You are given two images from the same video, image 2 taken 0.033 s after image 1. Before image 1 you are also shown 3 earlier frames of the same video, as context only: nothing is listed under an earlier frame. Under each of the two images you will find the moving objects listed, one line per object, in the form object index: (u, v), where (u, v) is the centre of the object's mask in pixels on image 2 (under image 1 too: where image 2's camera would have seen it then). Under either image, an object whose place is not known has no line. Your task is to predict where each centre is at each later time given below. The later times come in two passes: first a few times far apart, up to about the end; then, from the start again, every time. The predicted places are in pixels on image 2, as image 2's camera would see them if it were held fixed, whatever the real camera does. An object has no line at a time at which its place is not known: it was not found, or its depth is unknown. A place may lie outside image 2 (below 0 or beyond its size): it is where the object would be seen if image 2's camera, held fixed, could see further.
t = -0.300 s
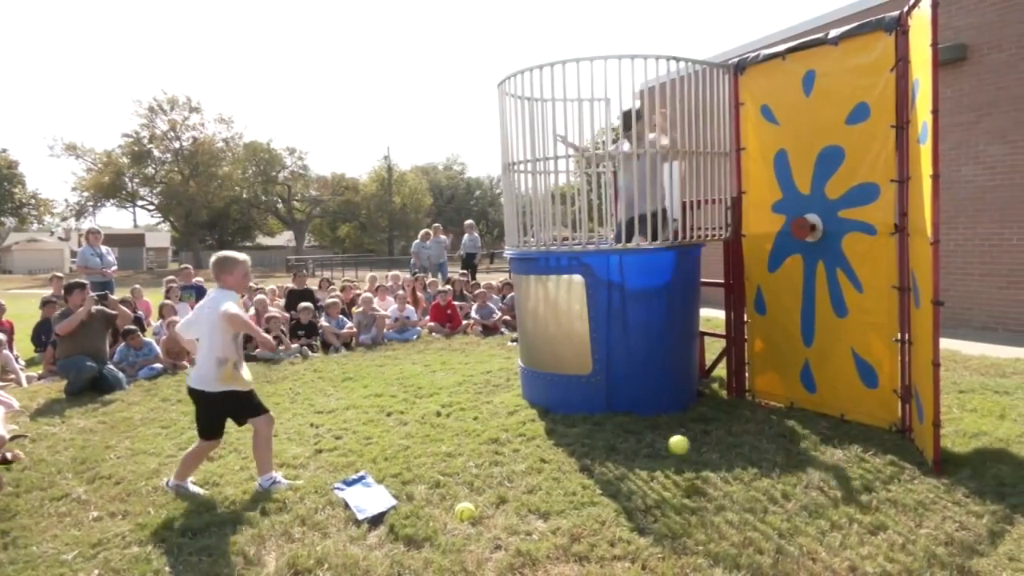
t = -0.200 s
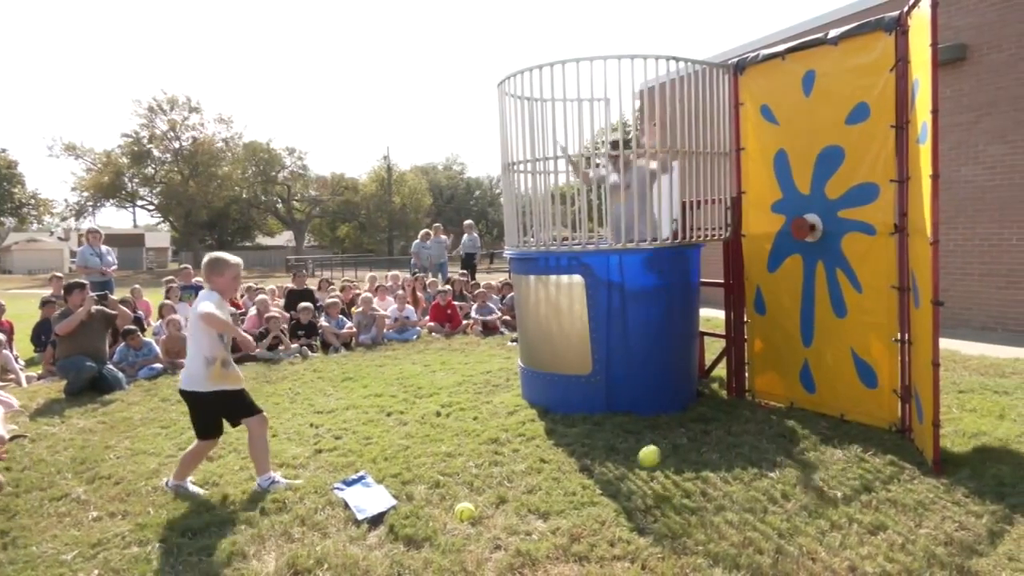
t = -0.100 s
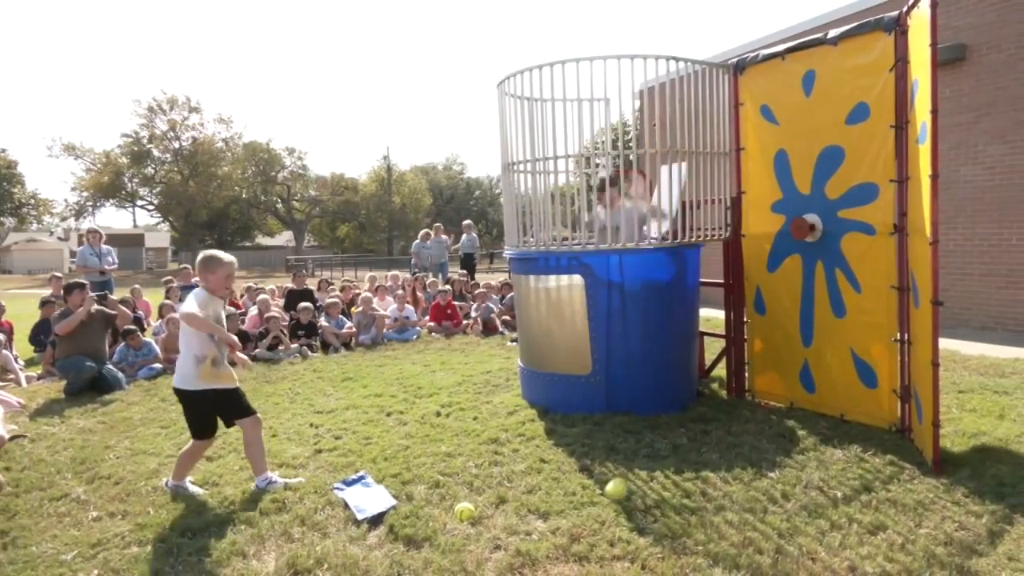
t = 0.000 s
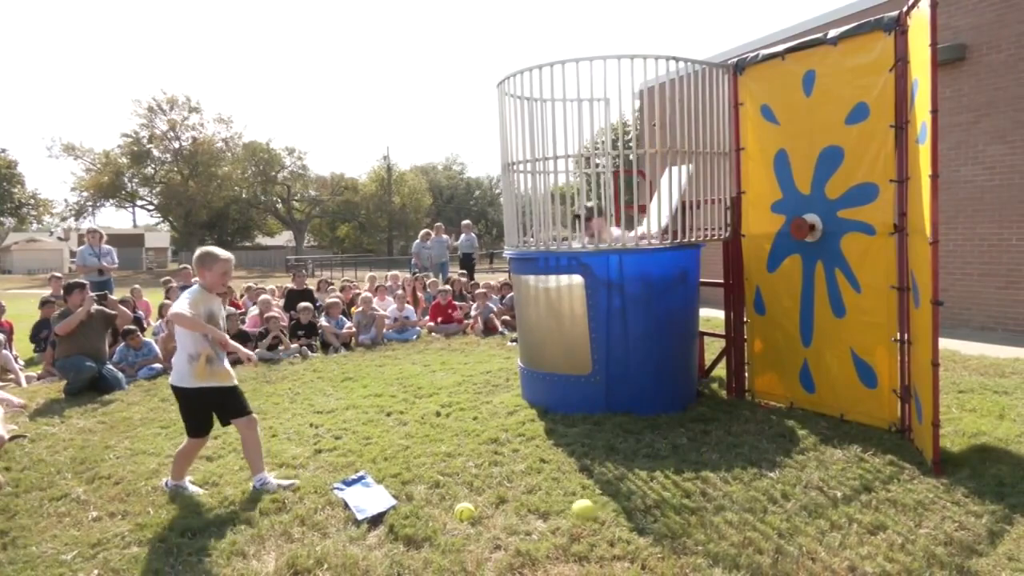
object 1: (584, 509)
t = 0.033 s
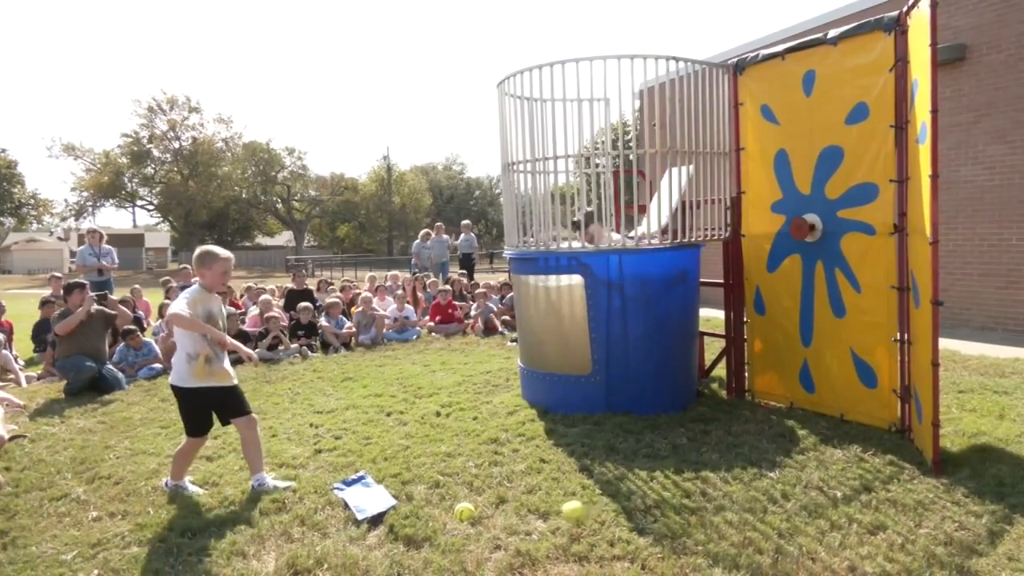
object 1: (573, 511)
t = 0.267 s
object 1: (492, 551)
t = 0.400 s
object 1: (444, 569)
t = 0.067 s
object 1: (561, 514)
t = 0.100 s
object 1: (550, 522)
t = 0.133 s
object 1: (539, 529)
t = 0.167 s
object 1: (527, 538)
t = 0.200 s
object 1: (516, 543)
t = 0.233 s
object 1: (504, 546)
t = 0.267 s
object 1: (492, 551)
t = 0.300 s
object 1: (480, 556)
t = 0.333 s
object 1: (469, 563)
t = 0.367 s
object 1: (457, 568)
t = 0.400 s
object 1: (444, 569)
